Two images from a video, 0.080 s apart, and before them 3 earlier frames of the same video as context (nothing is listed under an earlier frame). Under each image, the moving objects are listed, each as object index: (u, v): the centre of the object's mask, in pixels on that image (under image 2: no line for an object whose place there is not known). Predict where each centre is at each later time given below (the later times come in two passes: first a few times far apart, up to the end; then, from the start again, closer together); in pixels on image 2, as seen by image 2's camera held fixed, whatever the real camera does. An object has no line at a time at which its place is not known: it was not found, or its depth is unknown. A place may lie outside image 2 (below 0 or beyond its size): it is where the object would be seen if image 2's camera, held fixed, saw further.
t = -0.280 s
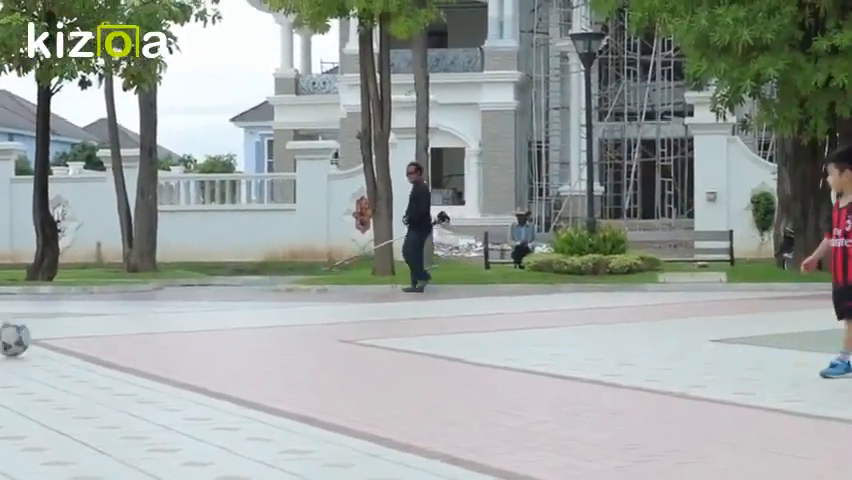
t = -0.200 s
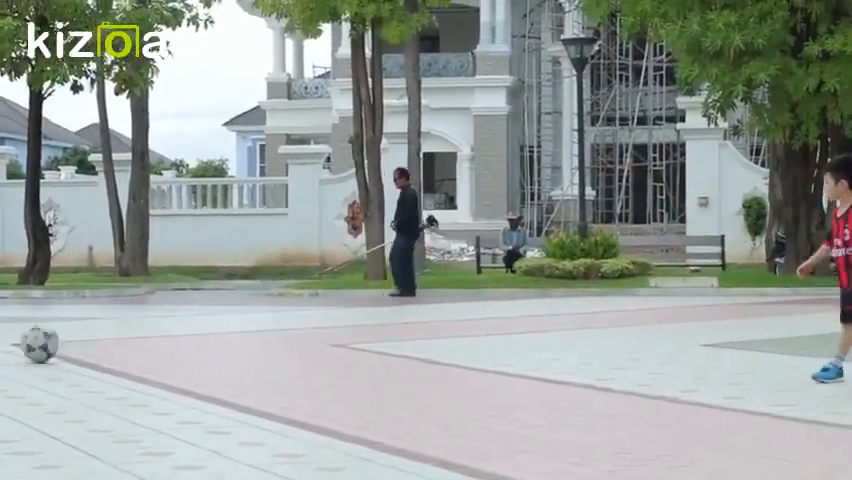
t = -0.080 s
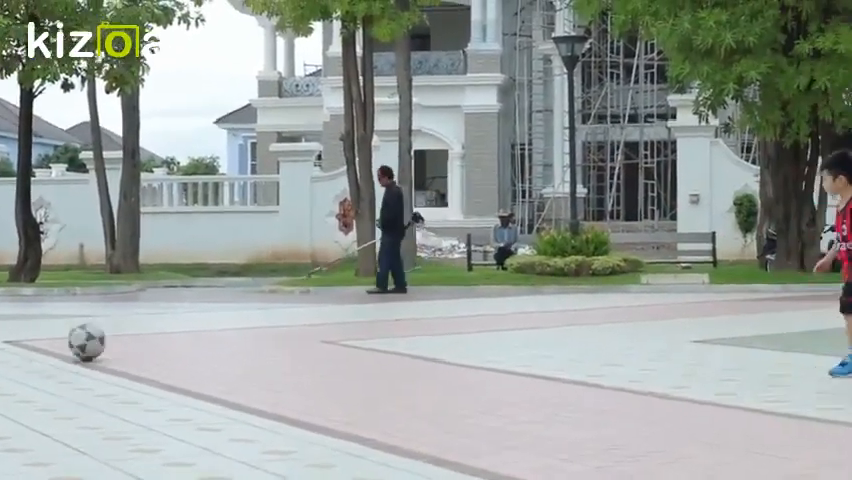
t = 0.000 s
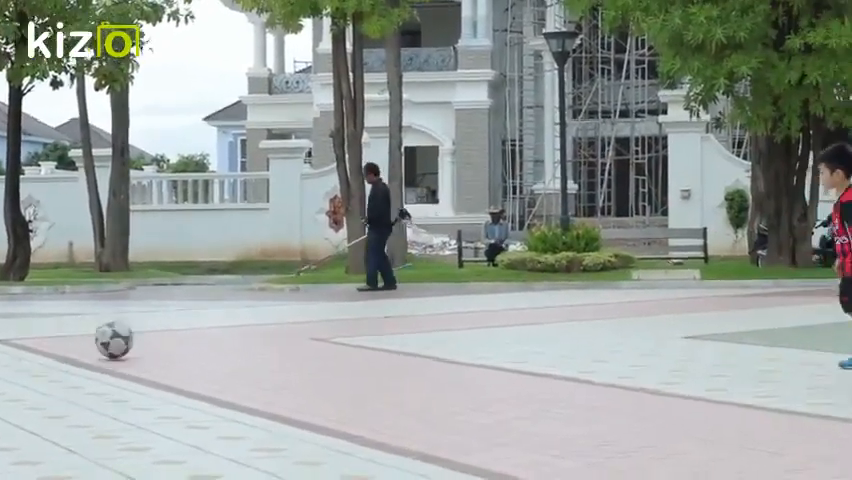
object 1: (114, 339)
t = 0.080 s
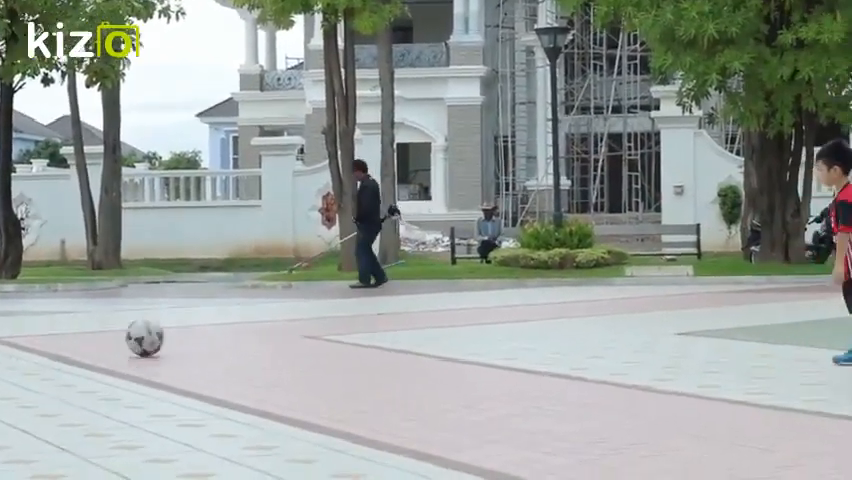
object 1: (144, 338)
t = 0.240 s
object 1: (222, 338)
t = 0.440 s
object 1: (320, 339)
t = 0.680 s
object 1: (439, 340)
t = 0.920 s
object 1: (559, 339)
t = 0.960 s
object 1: (578, 338)
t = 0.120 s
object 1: (164, 338)
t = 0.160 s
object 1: (184, 338)
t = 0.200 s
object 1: (203, 339)
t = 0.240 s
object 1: (222, 338)
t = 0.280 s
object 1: (243, 338)
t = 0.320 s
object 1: (262, 338)
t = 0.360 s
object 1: (281, 338)
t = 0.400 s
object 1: (301, 337)
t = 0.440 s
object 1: (320, 339)
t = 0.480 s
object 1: (339, 339)
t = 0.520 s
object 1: (360, 338)
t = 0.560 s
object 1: (379, 338)
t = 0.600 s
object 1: (399, 338)
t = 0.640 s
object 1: (420, 338)
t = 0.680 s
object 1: (439, 340)
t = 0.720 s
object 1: (459, 340)
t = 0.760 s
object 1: (479, 338)
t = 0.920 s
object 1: (559, 339)
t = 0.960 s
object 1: (578, 338)
